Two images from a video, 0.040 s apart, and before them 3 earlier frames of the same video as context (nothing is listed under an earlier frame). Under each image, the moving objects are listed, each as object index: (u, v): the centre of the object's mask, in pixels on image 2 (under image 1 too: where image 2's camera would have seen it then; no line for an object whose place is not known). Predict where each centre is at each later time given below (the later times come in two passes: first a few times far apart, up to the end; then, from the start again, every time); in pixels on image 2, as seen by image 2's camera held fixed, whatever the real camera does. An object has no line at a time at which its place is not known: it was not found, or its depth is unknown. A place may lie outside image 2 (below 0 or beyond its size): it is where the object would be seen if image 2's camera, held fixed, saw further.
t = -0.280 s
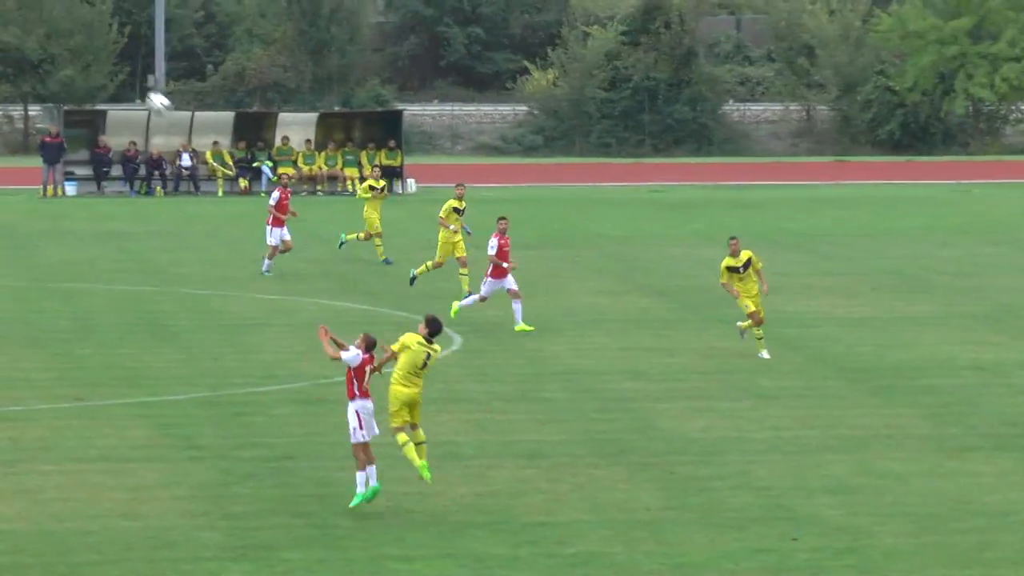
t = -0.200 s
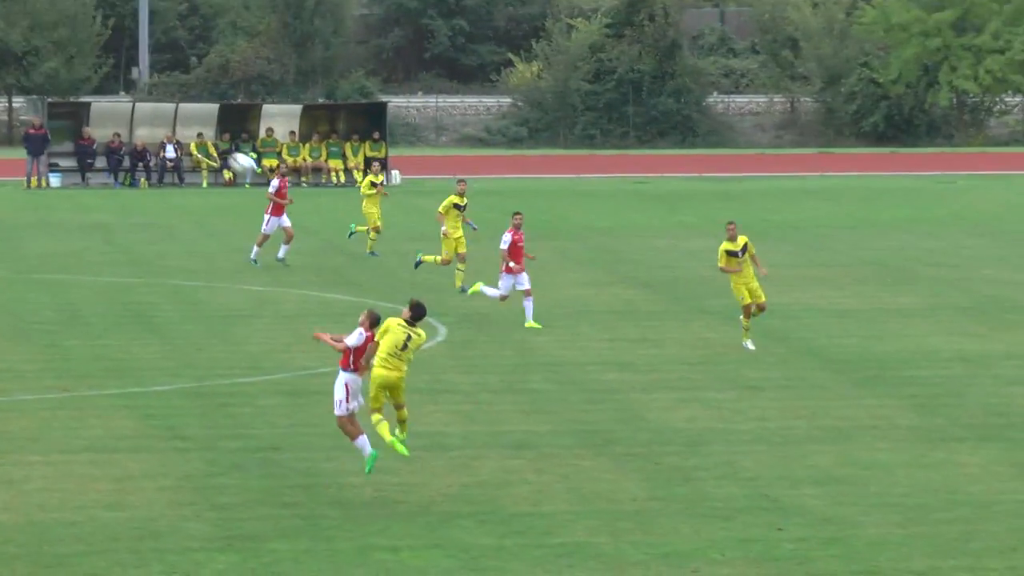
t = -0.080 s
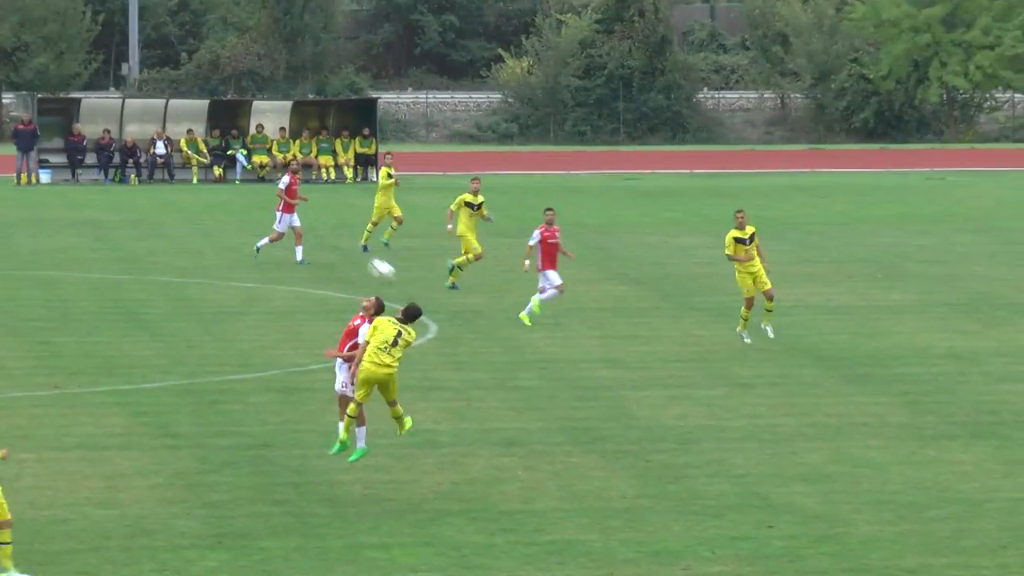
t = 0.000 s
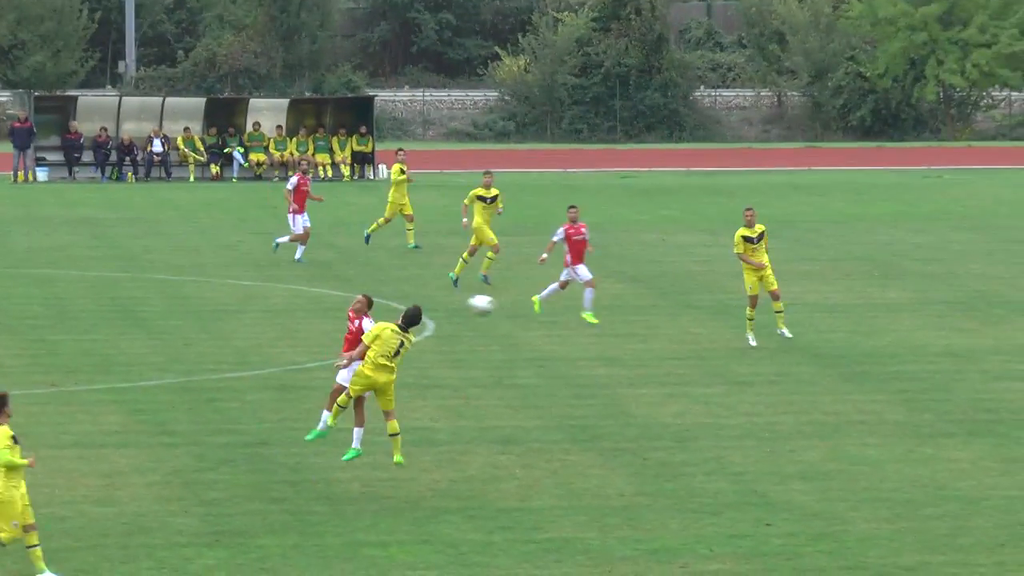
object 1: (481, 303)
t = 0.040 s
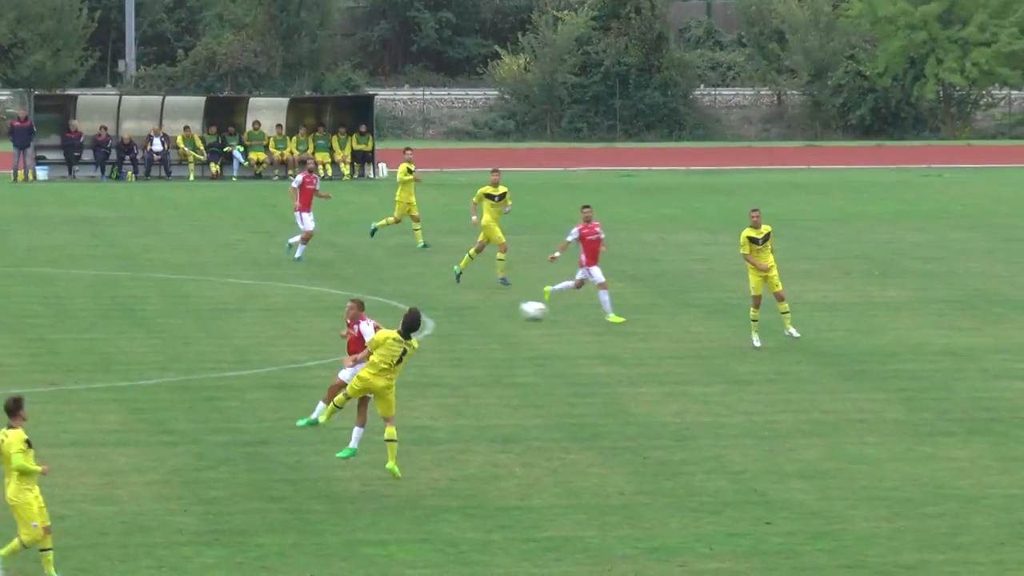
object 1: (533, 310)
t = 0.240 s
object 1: (793, 373)
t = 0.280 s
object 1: (846, 391)
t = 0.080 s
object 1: (585, 320)
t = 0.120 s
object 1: (637, 330)
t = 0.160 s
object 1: (689, 343)
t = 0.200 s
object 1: (742, 357)
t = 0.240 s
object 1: (793, 373)
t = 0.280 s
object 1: (846, 391)
